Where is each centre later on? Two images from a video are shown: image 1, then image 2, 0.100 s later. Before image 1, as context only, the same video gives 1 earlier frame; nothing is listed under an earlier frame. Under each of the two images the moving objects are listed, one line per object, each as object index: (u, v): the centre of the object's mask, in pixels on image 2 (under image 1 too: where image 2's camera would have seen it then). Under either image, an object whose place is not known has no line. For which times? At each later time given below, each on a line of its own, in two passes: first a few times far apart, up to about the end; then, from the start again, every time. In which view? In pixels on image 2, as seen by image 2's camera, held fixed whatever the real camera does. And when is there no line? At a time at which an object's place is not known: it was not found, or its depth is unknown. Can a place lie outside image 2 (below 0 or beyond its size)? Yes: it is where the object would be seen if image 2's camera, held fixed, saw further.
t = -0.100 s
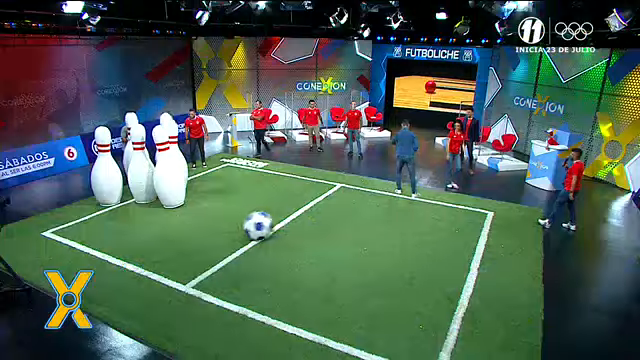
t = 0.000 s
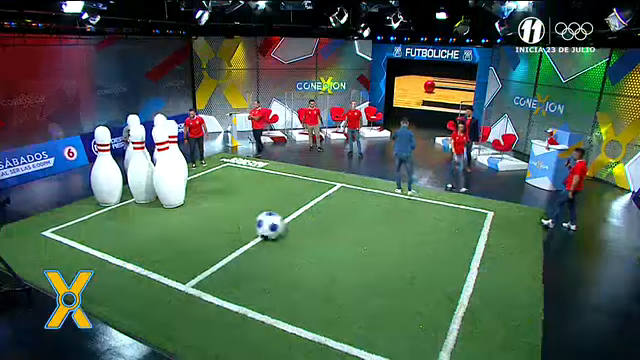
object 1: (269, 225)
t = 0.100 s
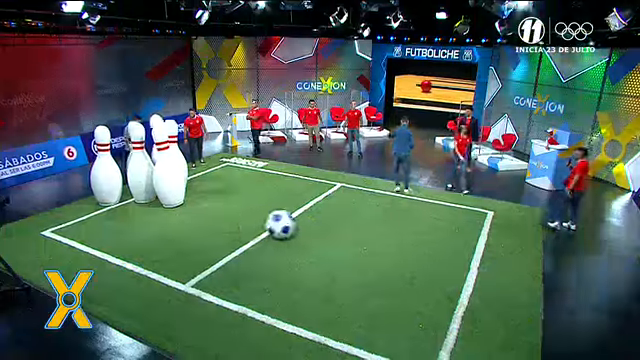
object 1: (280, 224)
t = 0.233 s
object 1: (293, 223)
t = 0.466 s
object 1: (316, 221)
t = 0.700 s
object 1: (337, 220)
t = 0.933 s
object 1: (355, 218)
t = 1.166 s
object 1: (374, 216)
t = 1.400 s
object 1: (390, 214)
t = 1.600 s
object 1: (403, 213)
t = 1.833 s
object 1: (415, 210)
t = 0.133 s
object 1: (283, 224)
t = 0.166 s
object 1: (288, 224)
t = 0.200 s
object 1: (291, 225)
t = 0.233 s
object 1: (293, 223)
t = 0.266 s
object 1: (297, 223)
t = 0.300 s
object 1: (301, 223)
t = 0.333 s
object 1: (303, 223)
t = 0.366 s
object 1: (306, 222)
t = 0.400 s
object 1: (309, 222)
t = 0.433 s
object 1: (313, 222)
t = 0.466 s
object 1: (316, 221)
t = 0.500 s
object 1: (319, 221)
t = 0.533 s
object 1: (322, 221)
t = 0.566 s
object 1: (324, 221)
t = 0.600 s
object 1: (328, 221)
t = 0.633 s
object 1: (331, 220)
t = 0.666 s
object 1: (334, 220)
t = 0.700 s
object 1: (337, 220)
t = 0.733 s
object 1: (339, 220)
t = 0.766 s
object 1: (342, 220)
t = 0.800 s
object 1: (345, 219)
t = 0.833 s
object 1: (348, 219)
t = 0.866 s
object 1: (350, 219)
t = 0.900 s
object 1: (352, 219)
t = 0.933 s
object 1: (355, 218)
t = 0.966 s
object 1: (358, 218)
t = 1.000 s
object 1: (361, 217)
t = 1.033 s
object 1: (364, 217)
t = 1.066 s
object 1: (366, 217)
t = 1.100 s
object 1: (369, 217)
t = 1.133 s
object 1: (371, 216)
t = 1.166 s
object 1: (374, 216)
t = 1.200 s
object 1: (376, 216)
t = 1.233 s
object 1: (379, 216)
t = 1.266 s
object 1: (381, 215)
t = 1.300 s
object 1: (384, 215)
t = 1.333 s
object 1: (386, 215)
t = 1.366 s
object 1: (387, 215)
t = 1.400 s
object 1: (390, 214)
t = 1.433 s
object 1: (392, 214)
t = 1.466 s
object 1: (394, 214)
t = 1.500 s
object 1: (396, 214)
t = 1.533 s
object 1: (399, 213)
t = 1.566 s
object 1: (401, 213)
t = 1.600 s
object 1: (403, 213)
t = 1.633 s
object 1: (404, 212)
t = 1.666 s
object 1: (406, 212)
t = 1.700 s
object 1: (408, 212)
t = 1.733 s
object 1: (410, 211)
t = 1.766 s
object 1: (412, 211)
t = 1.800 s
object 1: (414, 211)
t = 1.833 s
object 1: (415, 210)
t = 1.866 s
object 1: (417, 210)
